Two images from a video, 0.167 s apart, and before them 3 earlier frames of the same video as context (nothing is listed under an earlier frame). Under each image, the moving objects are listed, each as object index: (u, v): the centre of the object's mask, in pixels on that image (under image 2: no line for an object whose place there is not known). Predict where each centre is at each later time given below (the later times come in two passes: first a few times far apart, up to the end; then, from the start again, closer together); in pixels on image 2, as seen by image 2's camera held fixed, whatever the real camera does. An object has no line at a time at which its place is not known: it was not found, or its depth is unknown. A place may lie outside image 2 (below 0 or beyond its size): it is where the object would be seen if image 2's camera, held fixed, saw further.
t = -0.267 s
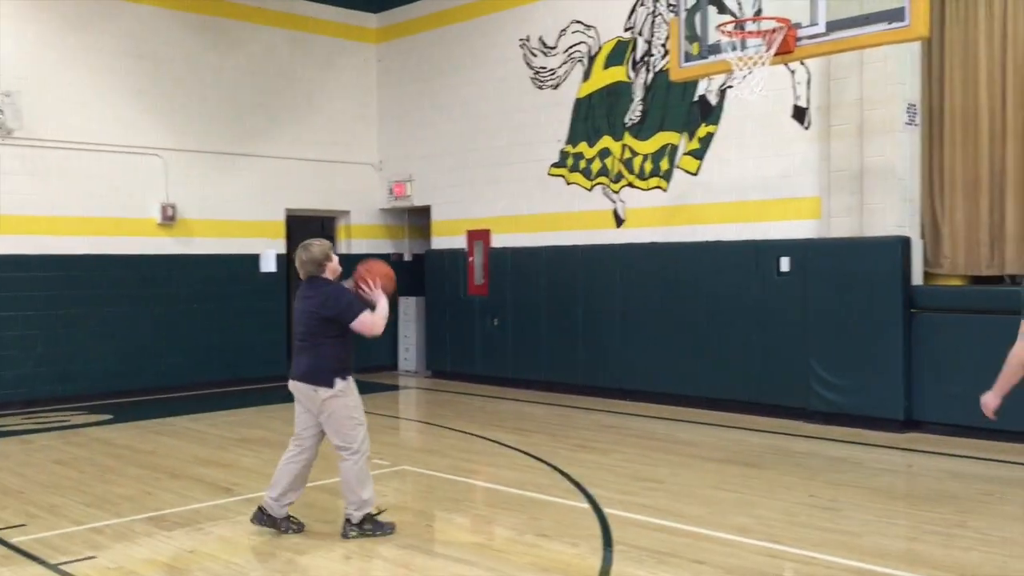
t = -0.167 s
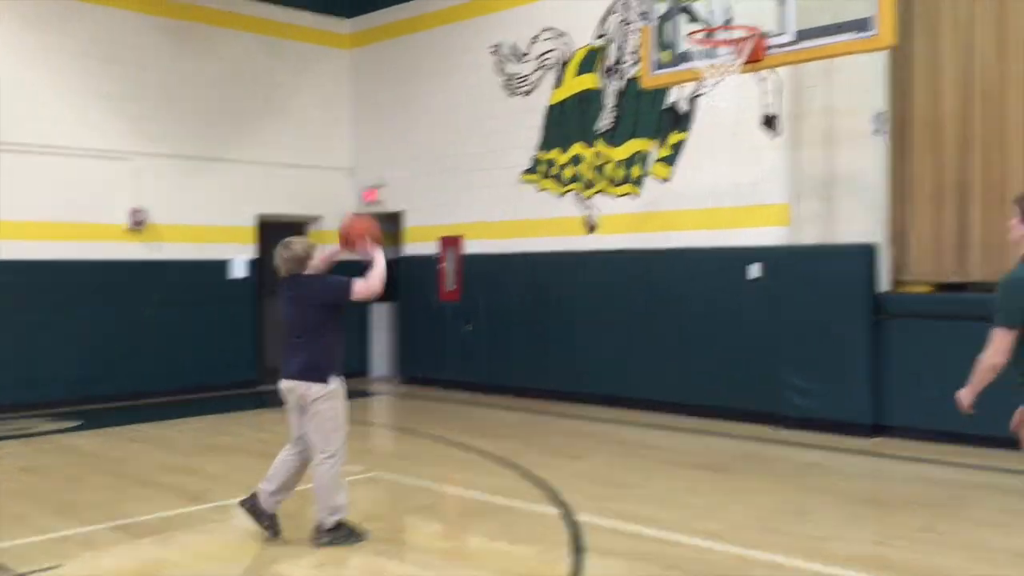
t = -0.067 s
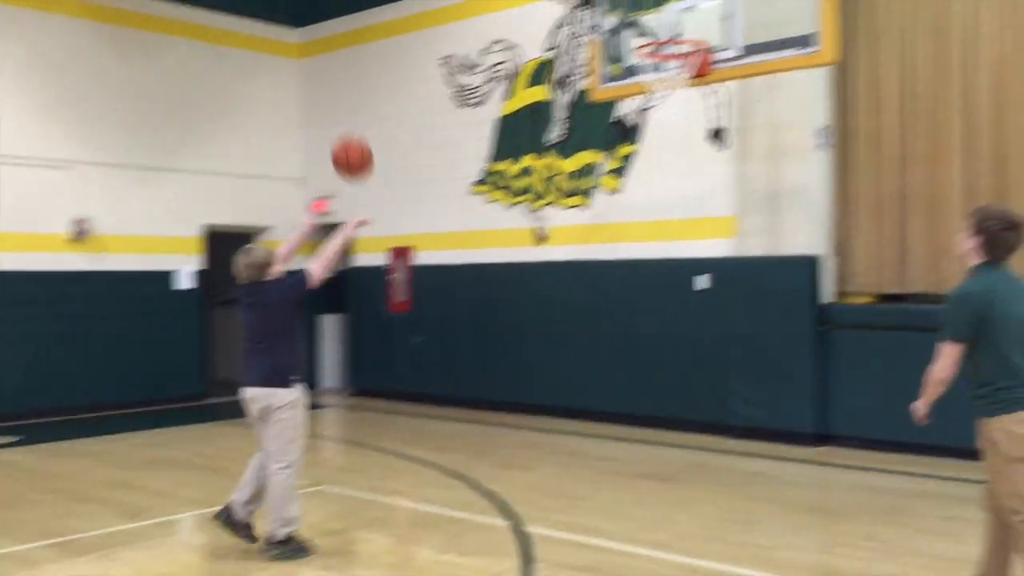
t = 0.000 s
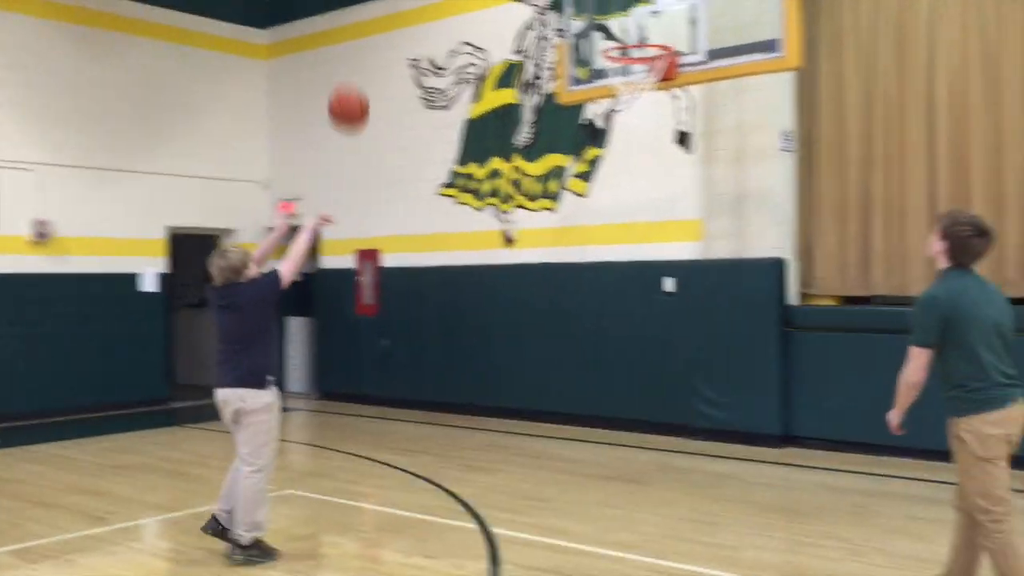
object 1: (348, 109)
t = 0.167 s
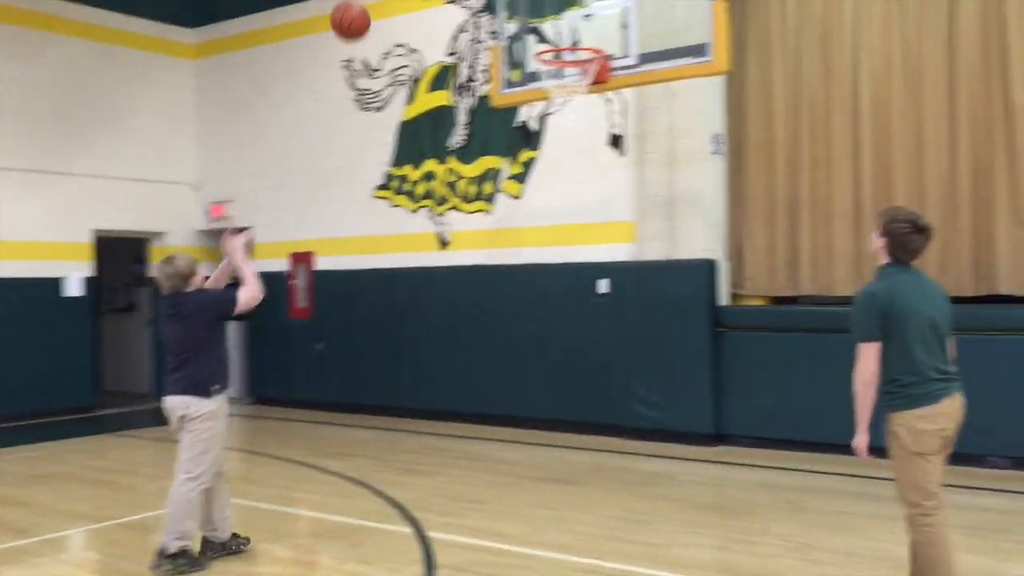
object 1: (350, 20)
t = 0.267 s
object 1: (391, 2)
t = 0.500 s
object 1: (478, -9)
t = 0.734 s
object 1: (551, 37)
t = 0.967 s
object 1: (578, 54)
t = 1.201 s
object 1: (544, 87)
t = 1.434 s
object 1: (549, 142)
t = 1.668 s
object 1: (558, 269)
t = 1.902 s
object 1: (573, 467)
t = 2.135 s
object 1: (583, 352)
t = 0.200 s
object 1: (364, 12)
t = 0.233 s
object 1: (378, 6)
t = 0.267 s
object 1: (391, 2)
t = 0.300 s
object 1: (404, -1)
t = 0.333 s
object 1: (417, -3)
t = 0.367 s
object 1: (430, -5)
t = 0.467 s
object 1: (466, -10)
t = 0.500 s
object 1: (478, -9)
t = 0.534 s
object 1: (490, -7)
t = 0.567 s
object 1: (501, 1)
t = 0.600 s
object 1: (512, 9)
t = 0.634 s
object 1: (523, 18)
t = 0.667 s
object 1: (534, 30)
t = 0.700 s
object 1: (544, 38)
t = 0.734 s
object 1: (551, 37)
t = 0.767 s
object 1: (560, 42)
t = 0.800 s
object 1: (568, 47)
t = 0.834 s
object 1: (575, 51)
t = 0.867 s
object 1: (578, 53)
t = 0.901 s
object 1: (578, 53)
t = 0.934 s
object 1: (578, 52)
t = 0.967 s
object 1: (578, 54)
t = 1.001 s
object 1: (574, 56)
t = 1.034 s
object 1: (567, 61)
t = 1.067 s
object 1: (558, 65)
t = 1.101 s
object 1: (551, 69)
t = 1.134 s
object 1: (548, 76)
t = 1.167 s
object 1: (544, 81)
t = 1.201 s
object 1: (544, 87)
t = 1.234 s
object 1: (544, 89)
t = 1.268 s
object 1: (544, 97)
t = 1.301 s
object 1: (545, 102)
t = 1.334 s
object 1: (545, 110)
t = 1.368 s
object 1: (546, 120)
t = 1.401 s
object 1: (549, 131)
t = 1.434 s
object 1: (549, 142)
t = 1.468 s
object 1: (550, 156)
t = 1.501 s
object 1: (551, 170)
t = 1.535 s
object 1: (552, 187)
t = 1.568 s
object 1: (554, 204)
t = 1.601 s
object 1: (555, 225)
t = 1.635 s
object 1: (557, 244)
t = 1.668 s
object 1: (558, 269)
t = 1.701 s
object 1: (560, 292)
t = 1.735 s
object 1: (561, 318)
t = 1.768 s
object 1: (563, 344)
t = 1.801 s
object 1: (565, 371)
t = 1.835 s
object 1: (566, 400)
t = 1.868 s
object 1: (570, 428)
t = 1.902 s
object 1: (573, 467)
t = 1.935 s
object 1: (574, 464)
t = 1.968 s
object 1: (577, 436)
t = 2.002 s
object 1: (580, 417)
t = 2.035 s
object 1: (580, 399)
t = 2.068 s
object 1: (581, 382)
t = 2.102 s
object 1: (583, 366)
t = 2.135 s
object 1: (583, 352)
